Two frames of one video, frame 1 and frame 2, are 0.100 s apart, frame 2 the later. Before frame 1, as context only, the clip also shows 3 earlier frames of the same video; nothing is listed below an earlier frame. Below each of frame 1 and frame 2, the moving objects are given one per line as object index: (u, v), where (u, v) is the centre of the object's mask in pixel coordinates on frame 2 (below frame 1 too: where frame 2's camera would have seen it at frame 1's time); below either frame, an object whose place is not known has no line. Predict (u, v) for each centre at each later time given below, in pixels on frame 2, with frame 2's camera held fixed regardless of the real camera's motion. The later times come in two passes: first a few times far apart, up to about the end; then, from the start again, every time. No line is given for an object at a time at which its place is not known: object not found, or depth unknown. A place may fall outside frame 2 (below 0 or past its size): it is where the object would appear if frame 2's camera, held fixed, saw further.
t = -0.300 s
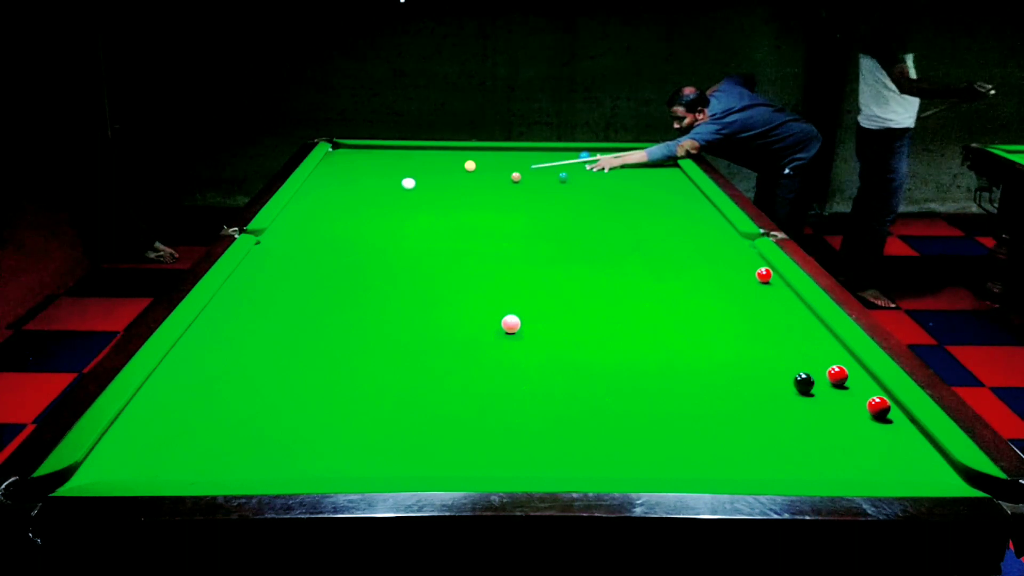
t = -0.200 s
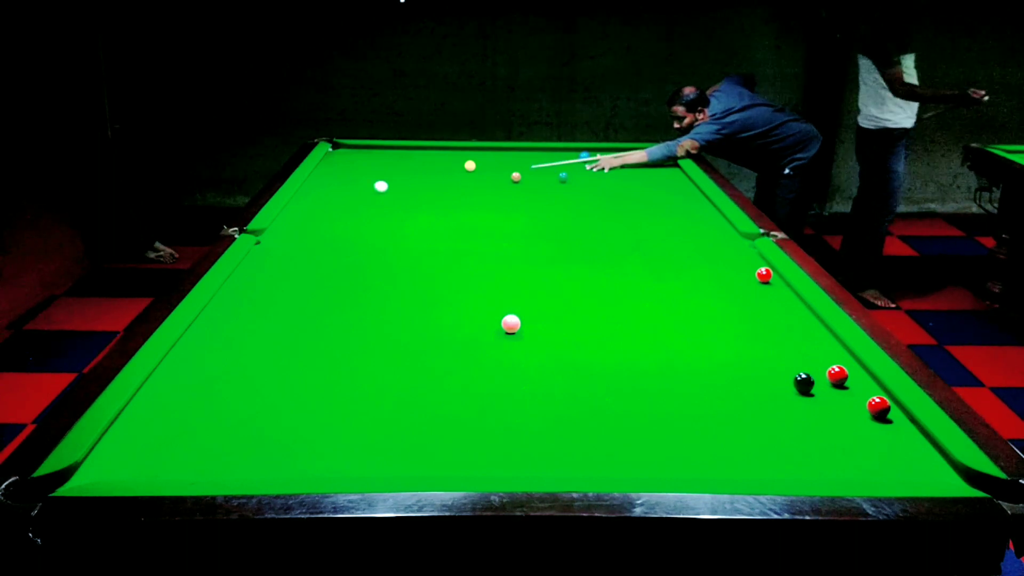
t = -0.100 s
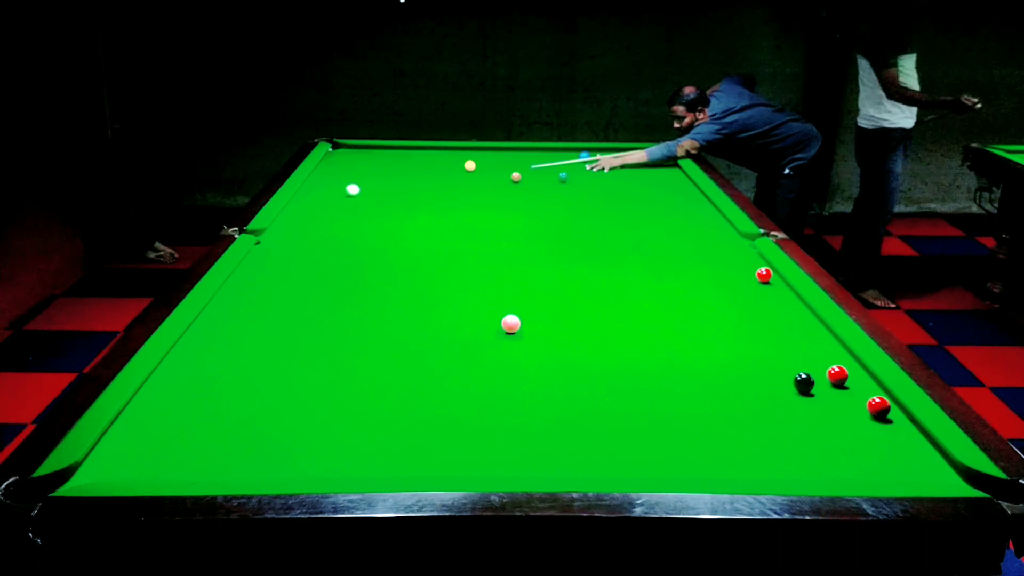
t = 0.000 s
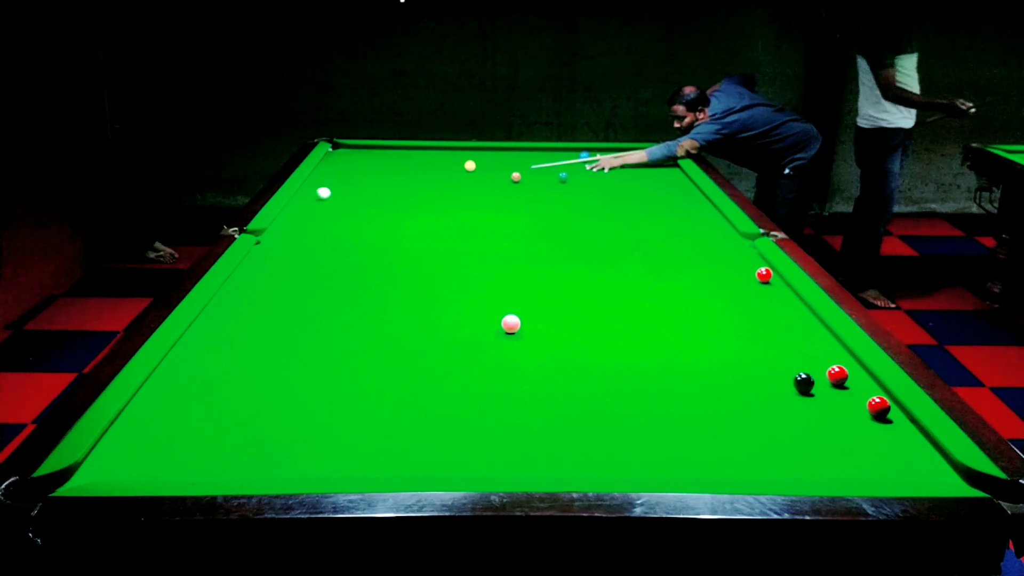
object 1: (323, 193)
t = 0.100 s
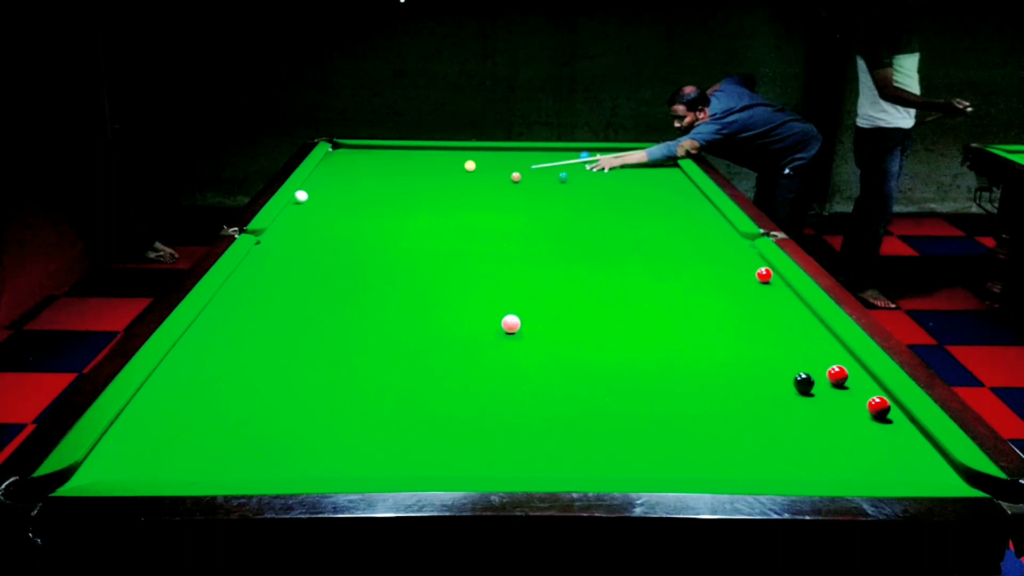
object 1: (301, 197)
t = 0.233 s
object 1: (323, 200)
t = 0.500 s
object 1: (363, 207)
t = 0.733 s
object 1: (398, 213)
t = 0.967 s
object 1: (434, 219)
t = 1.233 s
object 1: (475, 226)
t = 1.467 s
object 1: (511, 232)
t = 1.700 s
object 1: (547, 239)
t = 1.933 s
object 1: (583, 245)
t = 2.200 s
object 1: (624, 252)
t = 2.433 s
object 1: (661, 258)
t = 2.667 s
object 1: (697, 264)
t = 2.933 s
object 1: (739, 270)
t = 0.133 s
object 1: (307, 198)
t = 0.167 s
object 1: (313, 198)
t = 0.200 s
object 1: (318, 199)
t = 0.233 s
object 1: (323, 200)
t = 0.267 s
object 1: (328, 201)
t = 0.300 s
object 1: (333, 202)
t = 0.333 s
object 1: (338, 203)
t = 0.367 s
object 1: (343, 204)
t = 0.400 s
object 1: (348, 204)
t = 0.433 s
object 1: (353, 205)
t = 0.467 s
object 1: (358, 206)
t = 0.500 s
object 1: (363, 207)
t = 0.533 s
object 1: (368, 208)
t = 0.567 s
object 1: (374, 209)
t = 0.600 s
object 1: (379, 209)
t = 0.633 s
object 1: (383, 210)
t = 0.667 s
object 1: (388, 211)
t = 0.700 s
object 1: (393, 212)
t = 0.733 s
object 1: (398, 213)
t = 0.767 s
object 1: (403, 213)
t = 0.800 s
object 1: (408, 214)
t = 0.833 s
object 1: (413, 215)
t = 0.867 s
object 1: (418, 216)
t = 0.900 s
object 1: (423, 217)
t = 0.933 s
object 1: (429, 218)
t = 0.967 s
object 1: (434, 219)
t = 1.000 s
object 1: (438, 220)
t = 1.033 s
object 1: (444, 221)
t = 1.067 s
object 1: (449, 222)
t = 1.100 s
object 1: (454, 223)
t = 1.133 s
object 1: (459, 224)
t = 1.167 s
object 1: (464, 225)
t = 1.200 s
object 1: (469, 225)
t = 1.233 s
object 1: (475, 226)
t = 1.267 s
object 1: (480, 227)
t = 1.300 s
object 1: (485, 228)
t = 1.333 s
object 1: (490, 229)
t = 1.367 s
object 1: (495, 230)
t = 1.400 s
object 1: (500, 231)
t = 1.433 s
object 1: (505, 232)
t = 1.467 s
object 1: (511, 232)
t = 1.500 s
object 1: (516, 233)
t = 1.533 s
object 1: (521, 234)
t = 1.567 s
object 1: (526, 235)
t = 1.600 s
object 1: (531, 236)
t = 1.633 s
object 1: (536, 237)
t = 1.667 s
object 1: (541, 238)
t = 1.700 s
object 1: (547, 239)
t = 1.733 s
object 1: (552, 239)
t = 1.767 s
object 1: (557, 240)
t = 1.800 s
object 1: (562, 241)
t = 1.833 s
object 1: (567, 242)
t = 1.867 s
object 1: (572, 243)
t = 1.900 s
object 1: (578, 244)
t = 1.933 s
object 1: (583, 245)
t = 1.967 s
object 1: (588, 246)
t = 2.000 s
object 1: (593, 246)
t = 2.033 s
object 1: (598, 247)
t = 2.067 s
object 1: (604, 248)
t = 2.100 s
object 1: (609, 249)
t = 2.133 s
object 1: (614, 250)
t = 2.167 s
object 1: (619, 251)
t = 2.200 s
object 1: (624, 252)
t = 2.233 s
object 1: (630, 252)
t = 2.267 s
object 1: (635, 253)
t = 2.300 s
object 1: (640, 254)
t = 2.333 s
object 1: (645, 255)
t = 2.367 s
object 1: (650, 256)
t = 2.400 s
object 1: (656, 257)
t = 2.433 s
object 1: (661, 258)
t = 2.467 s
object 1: (666, 258)
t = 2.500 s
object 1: (671, 259)
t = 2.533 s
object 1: (676, 260)
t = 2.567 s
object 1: (682, 261)
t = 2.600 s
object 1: (687, 262)
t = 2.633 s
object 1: (692, 263)
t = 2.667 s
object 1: (697, 264)
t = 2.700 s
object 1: (702, 264)
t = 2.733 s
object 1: (708, 265)
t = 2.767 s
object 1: (713, 266)
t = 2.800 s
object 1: (718, 267)
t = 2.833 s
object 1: (723, 268)
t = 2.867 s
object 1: (728, 269)
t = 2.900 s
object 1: (734, 269)
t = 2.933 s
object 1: (739, 270)
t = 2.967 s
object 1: (744, 271)
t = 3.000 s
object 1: (748, 272)
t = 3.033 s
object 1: (748, 272)
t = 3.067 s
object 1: (749, 272)
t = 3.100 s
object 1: (750, 272)
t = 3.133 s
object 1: (751, 272)
